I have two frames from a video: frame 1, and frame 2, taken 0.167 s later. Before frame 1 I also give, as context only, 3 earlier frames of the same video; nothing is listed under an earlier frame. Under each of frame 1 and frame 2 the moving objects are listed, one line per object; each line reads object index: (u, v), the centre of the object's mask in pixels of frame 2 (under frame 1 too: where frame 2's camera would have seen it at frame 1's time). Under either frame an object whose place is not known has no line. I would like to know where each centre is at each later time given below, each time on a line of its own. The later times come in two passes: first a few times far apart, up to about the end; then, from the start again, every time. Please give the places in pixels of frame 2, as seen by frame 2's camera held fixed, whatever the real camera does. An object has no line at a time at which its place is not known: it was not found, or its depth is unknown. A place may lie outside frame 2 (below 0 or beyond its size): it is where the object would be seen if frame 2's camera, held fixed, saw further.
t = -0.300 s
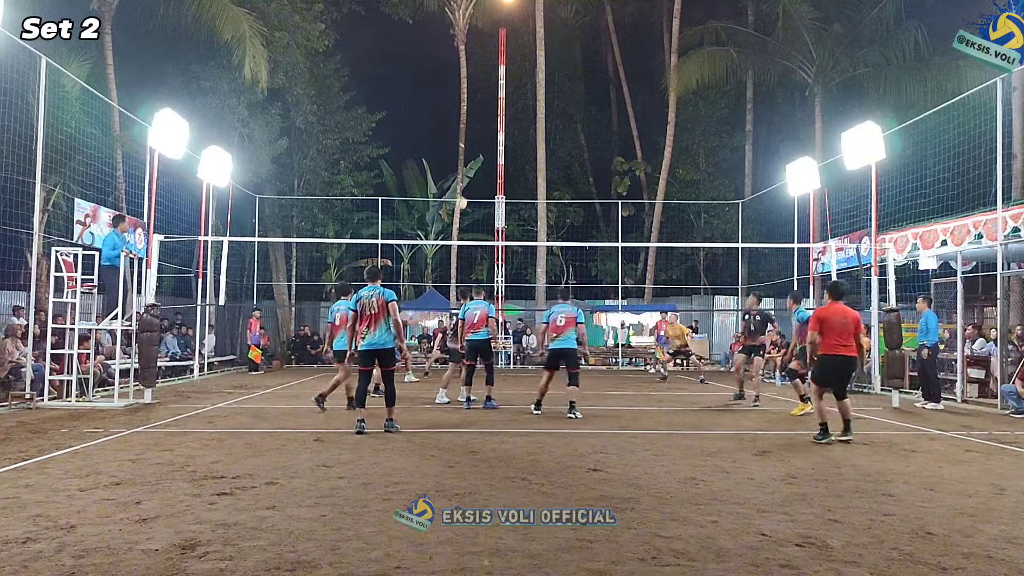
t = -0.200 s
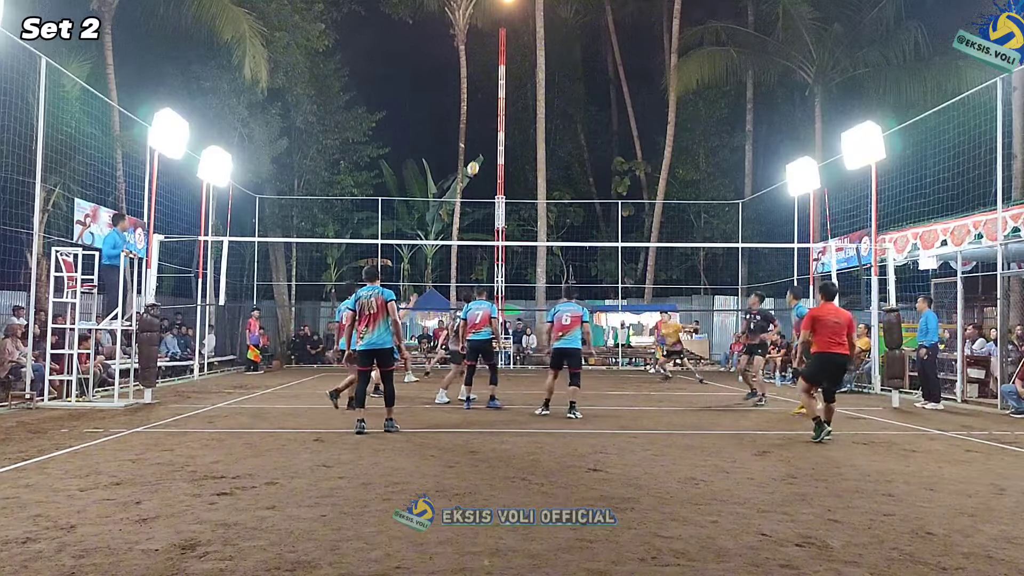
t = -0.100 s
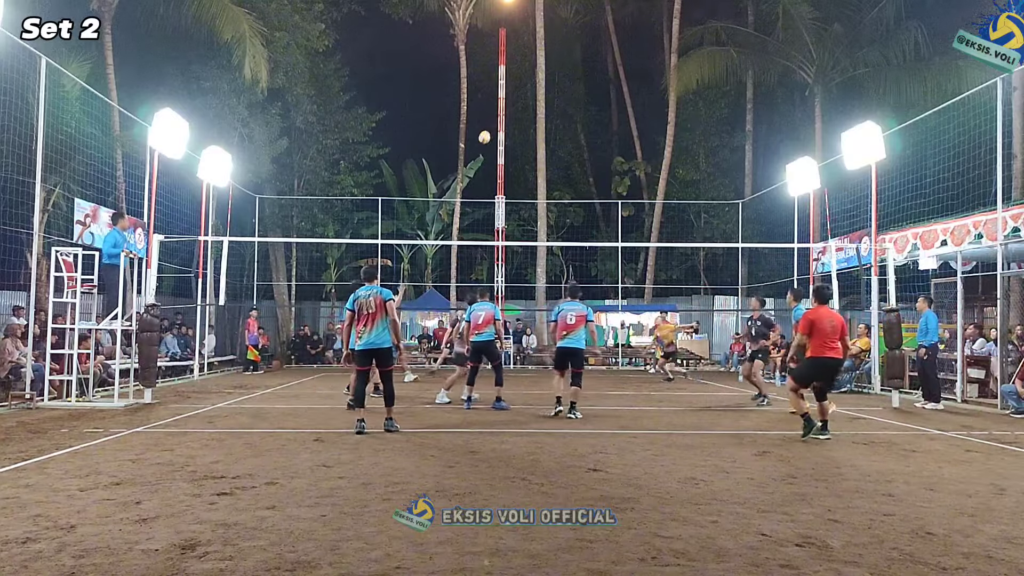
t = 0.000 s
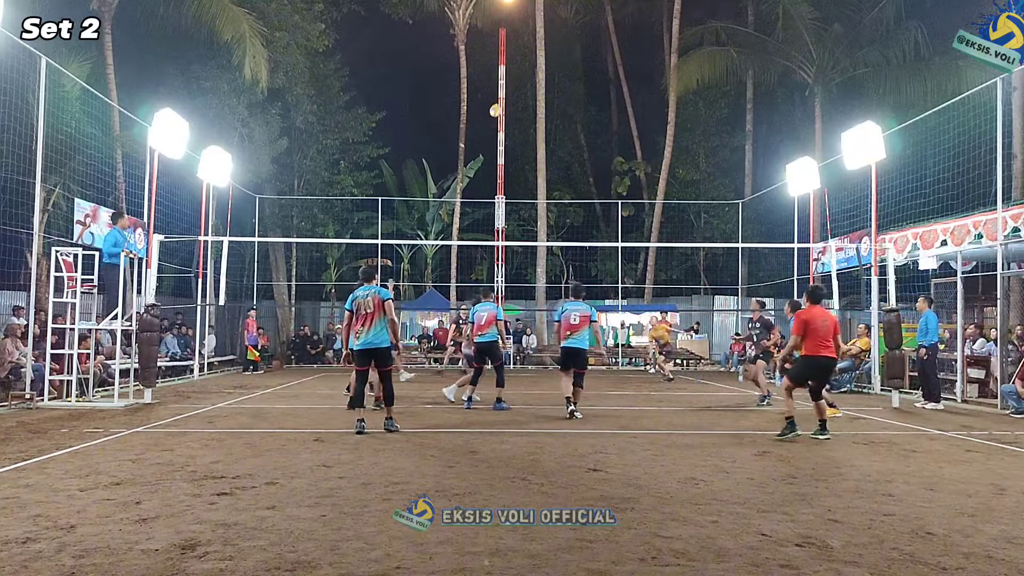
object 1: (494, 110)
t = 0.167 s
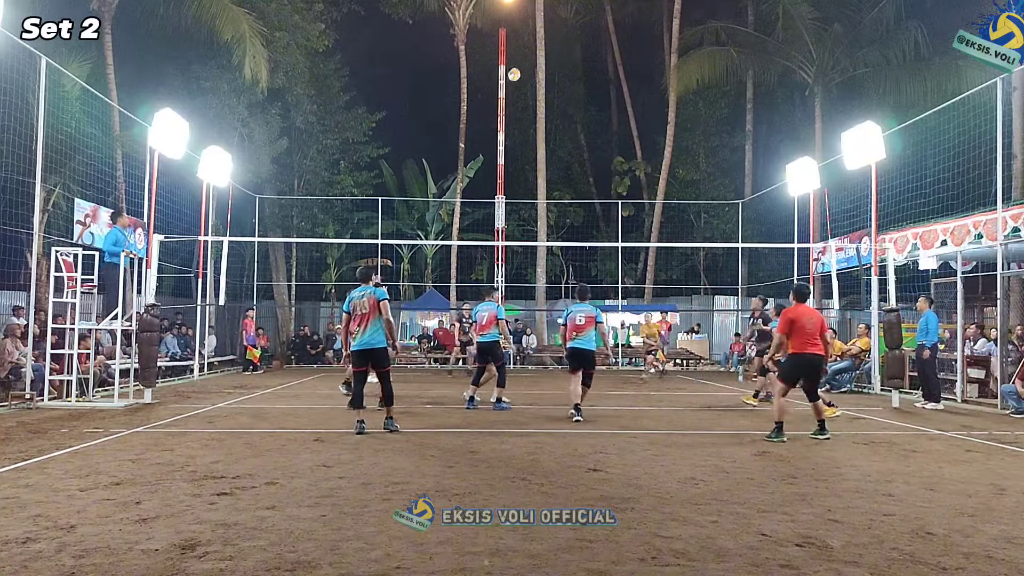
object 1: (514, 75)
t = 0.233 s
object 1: (522, 64)
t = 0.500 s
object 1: (552, 42)
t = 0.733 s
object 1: (581, 53)
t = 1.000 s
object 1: (617, 106)
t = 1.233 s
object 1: (653, 192)
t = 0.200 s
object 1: (518, 69)
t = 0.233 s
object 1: (522, 64)
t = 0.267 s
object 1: (525, 59)
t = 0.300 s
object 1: (529, 55)
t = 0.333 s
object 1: (532, 51)
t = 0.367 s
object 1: (537, 48)
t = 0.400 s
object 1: (541, 45)
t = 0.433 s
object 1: (544, 44)
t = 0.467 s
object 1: (549, 42)
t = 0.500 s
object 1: (552, 42)
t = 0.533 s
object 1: (556, 41)
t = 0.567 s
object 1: (560, 42)
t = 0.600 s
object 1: (564, 43)
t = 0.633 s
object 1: (568, 44)
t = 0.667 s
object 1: (572, 47)
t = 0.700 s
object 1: (577, 50)
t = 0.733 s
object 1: (581, 53)
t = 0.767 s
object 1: (585, 57)
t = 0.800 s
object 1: (589, 62)
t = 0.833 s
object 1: (593, 68)
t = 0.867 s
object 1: (598, 74)
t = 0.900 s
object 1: (603, 81)
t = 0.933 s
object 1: (607, 88)
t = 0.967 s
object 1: (612, 96)
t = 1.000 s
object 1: (617, 106)
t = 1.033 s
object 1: (621, 116)
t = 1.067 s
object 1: (627, 126)
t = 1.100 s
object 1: (631, 138)
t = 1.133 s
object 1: (637, 150)
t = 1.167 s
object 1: (642, 163)
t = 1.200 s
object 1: (647, 177)
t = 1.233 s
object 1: (653, 192)
